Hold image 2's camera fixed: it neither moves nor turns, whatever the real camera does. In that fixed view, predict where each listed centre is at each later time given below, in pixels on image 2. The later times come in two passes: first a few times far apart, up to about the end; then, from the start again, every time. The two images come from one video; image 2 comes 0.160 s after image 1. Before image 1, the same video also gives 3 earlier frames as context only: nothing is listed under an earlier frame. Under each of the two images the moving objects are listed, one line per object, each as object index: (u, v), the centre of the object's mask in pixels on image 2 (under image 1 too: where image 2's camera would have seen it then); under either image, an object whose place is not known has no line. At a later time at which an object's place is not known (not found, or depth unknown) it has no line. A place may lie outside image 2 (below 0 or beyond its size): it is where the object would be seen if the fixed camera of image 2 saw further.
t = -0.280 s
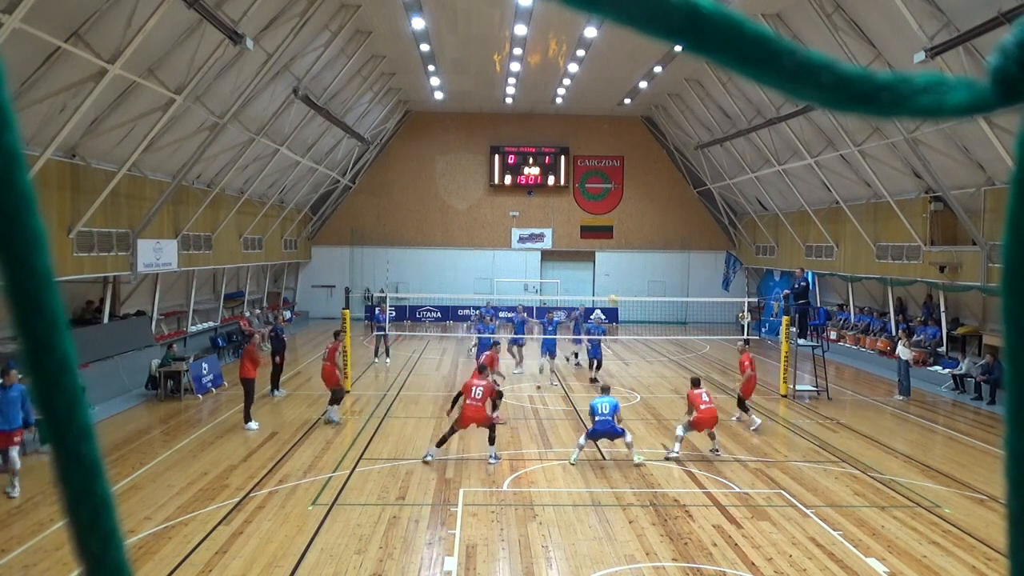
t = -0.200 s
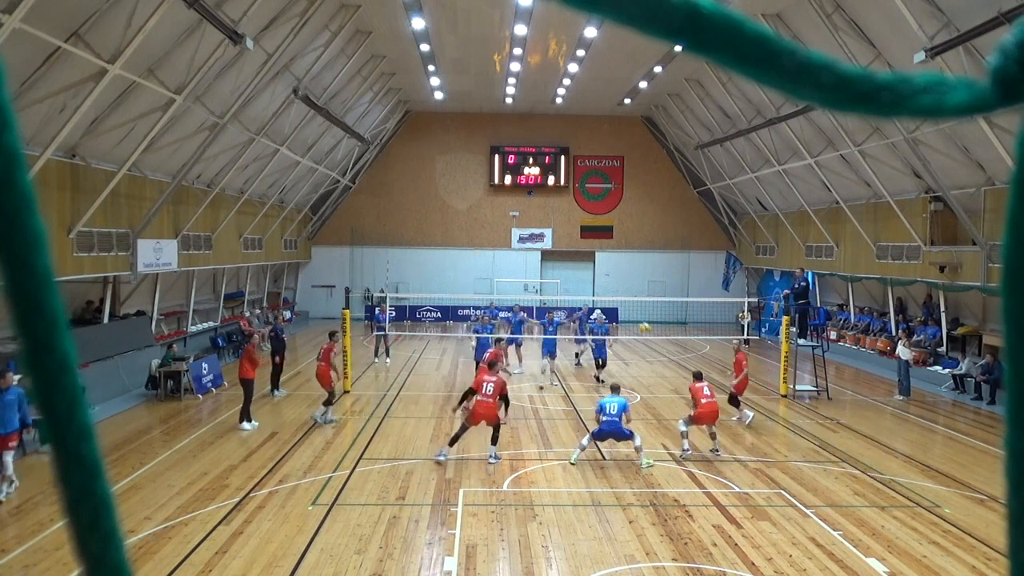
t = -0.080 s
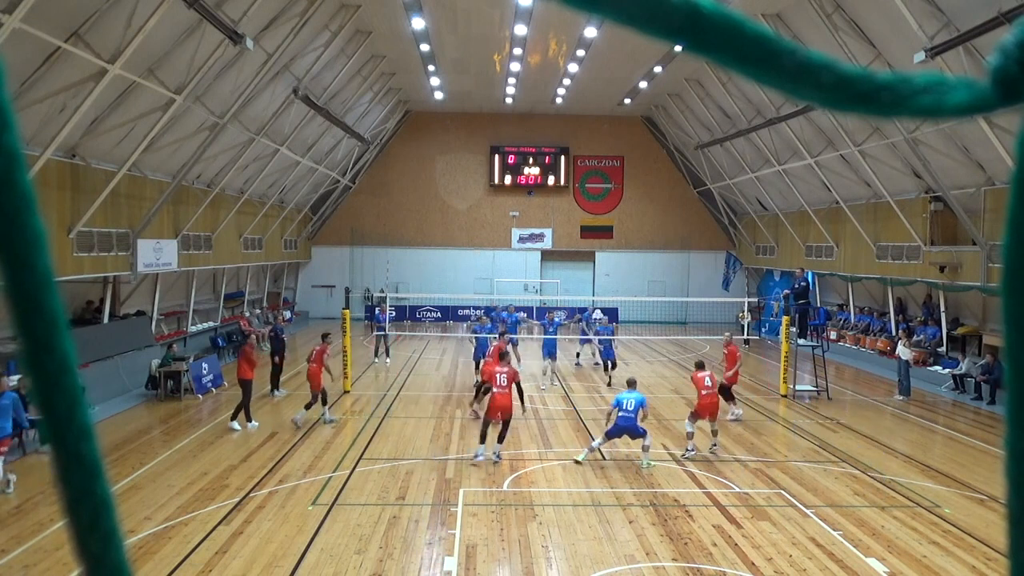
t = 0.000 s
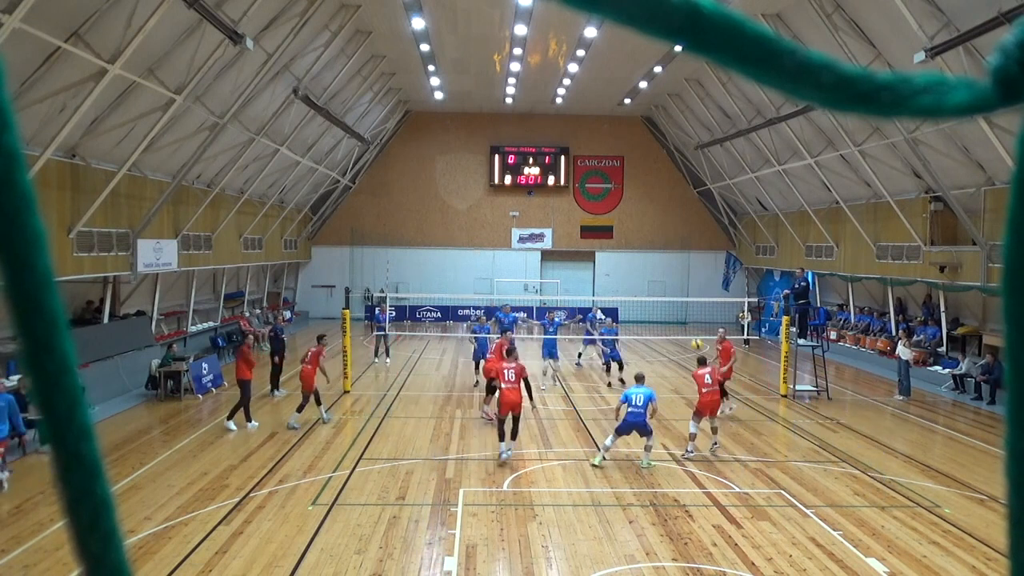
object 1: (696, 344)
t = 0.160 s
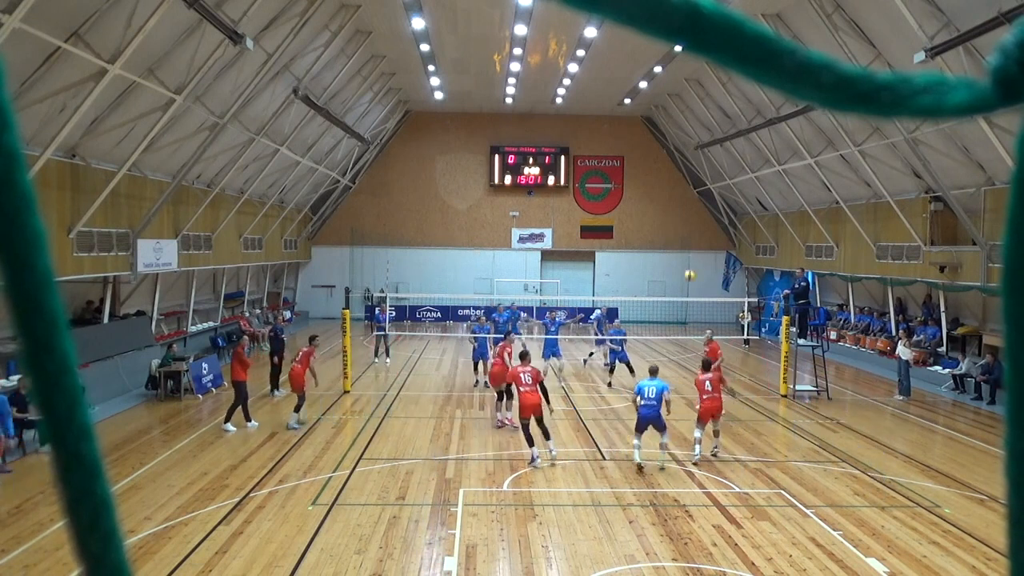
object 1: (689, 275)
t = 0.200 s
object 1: (688, 260)
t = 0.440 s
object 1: (680, 194)
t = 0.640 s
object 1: (673, 165)
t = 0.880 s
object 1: (666, 155)
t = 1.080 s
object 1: (661, 166)
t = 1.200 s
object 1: (658, 181)
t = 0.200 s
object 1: (688, 260)
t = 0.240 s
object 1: (686, 247)
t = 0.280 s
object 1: (685, 234)
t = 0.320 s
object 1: (684, 224)
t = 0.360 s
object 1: (682, 213)
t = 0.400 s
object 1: (681, 204)
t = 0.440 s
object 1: (680, 194)
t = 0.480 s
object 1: (678, 187)
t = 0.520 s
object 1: (677, 180)
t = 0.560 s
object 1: (676, 174)
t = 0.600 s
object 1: (675, 169)
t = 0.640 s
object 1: (673, 165)
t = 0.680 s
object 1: (672, 161)
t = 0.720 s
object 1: (671, 159)
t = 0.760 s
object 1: (670, 157)
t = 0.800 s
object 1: (669, 155)
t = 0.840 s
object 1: (668, 155)
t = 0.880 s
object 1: (666, 155)
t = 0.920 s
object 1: (666, 156)
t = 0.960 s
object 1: (664, 157)
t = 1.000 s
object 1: (663, 159)
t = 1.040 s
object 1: (662, 162)
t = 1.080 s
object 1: (661, 166)
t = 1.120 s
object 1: (660, 170)
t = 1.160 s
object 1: (659, 175)
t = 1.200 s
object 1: (658, 181)
